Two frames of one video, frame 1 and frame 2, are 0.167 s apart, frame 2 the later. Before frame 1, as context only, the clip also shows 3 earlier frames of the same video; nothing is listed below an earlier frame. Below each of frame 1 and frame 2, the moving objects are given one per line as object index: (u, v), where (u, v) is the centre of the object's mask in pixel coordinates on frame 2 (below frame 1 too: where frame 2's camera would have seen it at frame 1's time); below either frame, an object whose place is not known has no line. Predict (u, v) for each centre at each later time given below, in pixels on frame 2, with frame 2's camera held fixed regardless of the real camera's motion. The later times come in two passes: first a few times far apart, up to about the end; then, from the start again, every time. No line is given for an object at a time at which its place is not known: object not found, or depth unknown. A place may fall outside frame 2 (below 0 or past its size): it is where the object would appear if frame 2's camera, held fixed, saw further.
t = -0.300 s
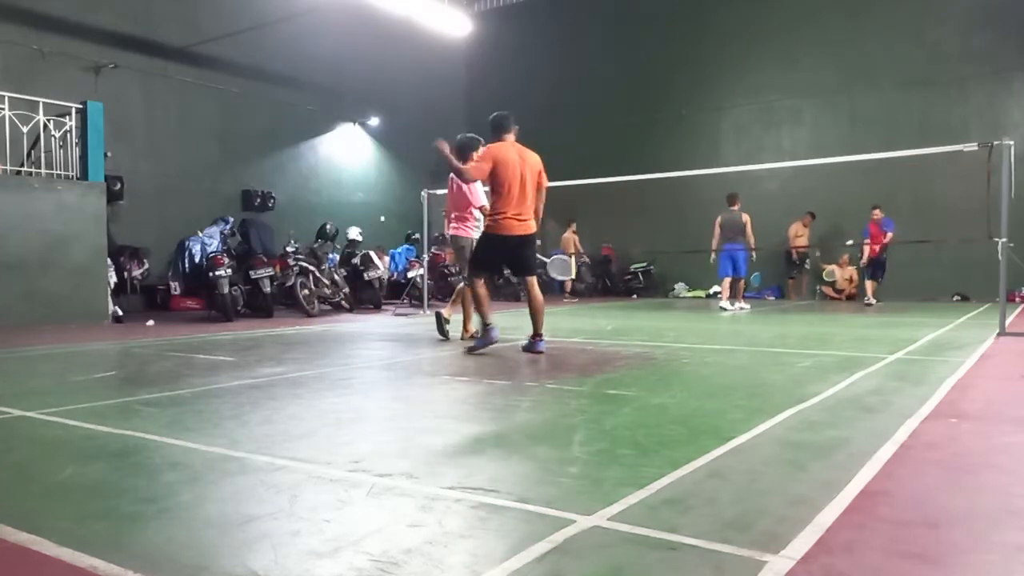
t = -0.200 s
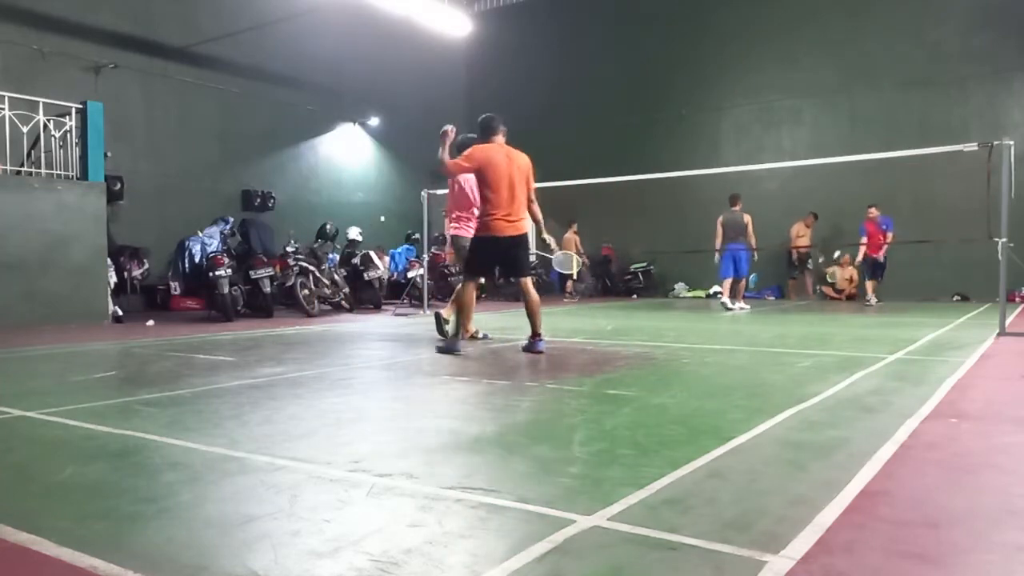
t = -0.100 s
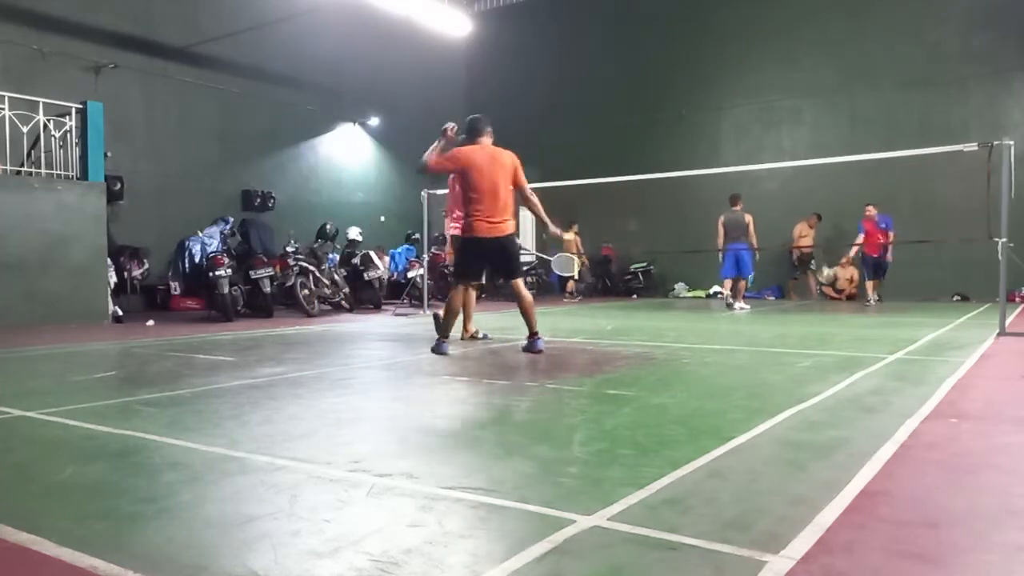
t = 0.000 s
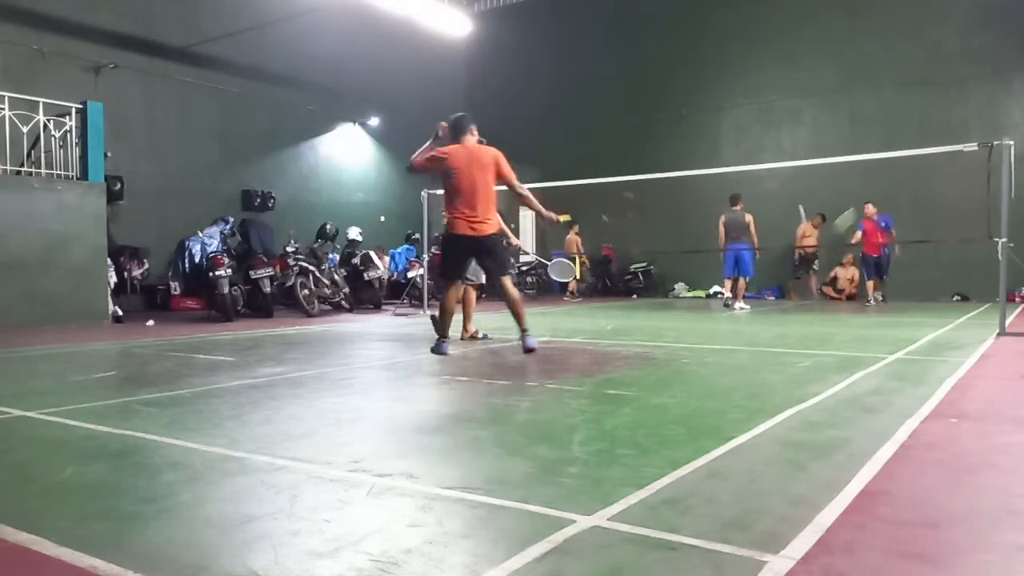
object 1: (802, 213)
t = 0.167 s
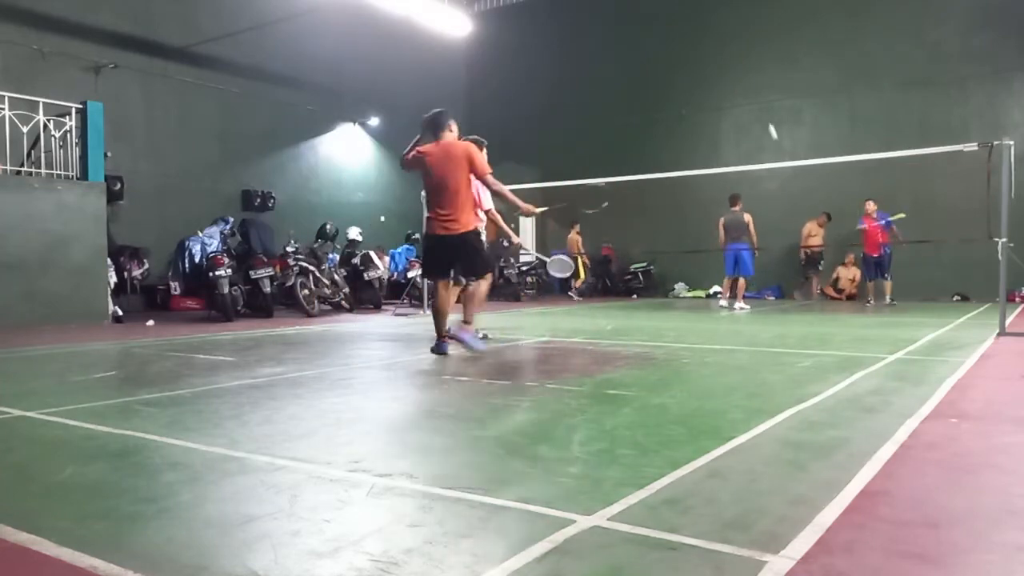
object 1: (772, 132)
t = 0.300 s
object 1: (751, 88)
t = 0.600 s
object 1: (710, 50)
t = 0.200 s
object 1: (766, 119)
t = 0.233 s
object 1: (761, 108)
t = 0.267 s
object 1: (756, 97)
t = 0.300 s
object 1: (751, 88)
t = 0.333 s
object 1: (747, 80)
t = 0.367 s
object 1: (742, 72)
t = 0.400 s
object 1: (737, 66)
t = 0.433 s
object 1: (733, 61)
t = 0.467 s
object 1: (728, 57)
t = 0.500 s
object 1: (724, 54)
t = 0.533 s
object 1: (719, 51)
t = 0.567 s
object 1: (714, 50)
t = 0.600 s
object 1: (710, 50)
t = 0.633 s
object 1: (706, 51)
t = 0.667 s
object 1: (701, 53)
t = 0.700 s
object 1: (697, 56)
